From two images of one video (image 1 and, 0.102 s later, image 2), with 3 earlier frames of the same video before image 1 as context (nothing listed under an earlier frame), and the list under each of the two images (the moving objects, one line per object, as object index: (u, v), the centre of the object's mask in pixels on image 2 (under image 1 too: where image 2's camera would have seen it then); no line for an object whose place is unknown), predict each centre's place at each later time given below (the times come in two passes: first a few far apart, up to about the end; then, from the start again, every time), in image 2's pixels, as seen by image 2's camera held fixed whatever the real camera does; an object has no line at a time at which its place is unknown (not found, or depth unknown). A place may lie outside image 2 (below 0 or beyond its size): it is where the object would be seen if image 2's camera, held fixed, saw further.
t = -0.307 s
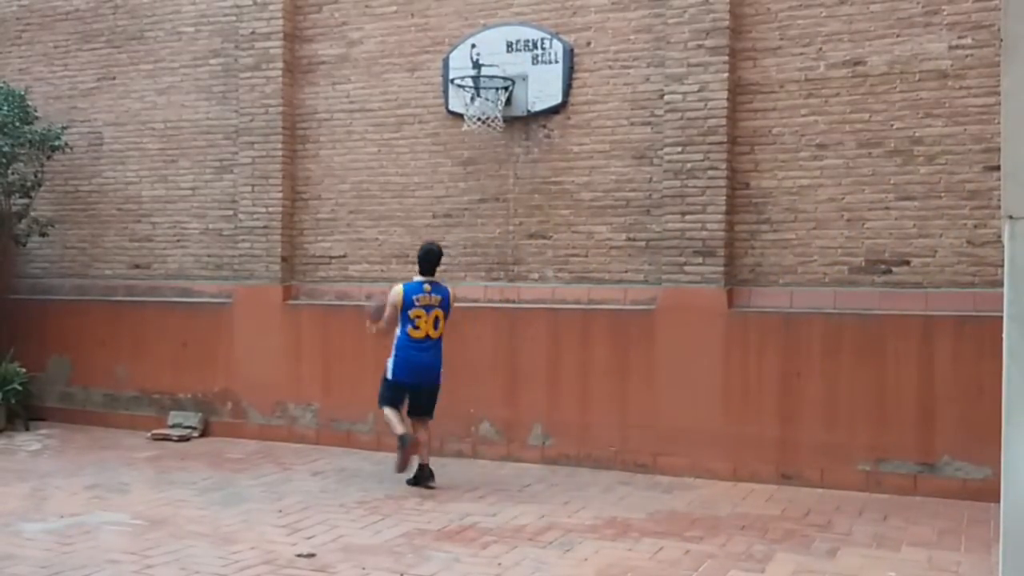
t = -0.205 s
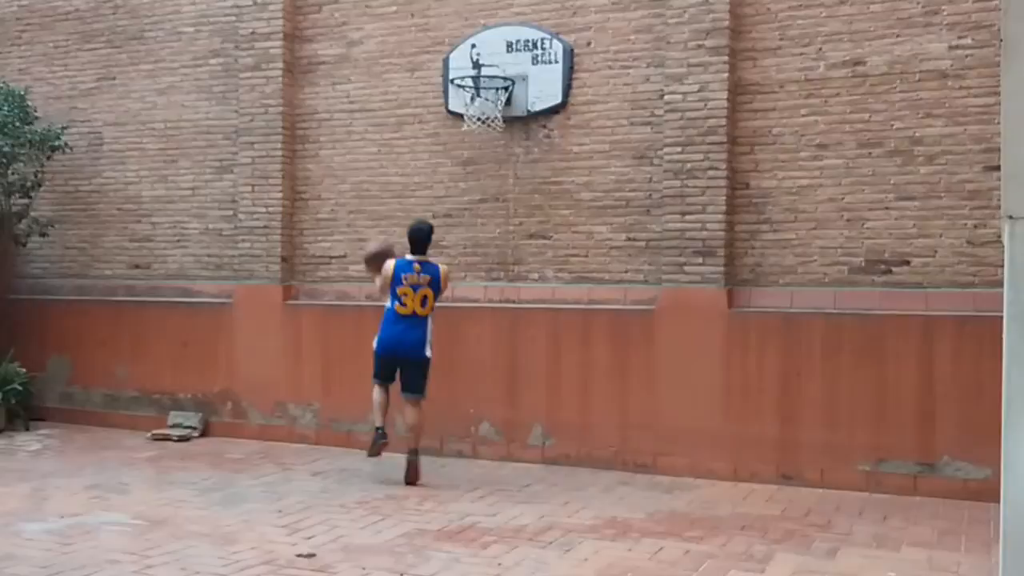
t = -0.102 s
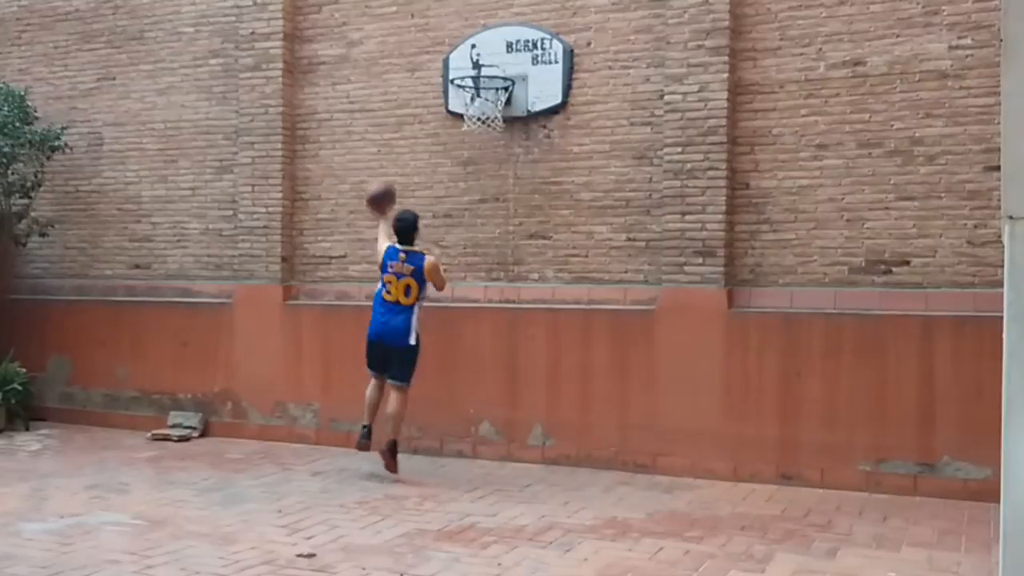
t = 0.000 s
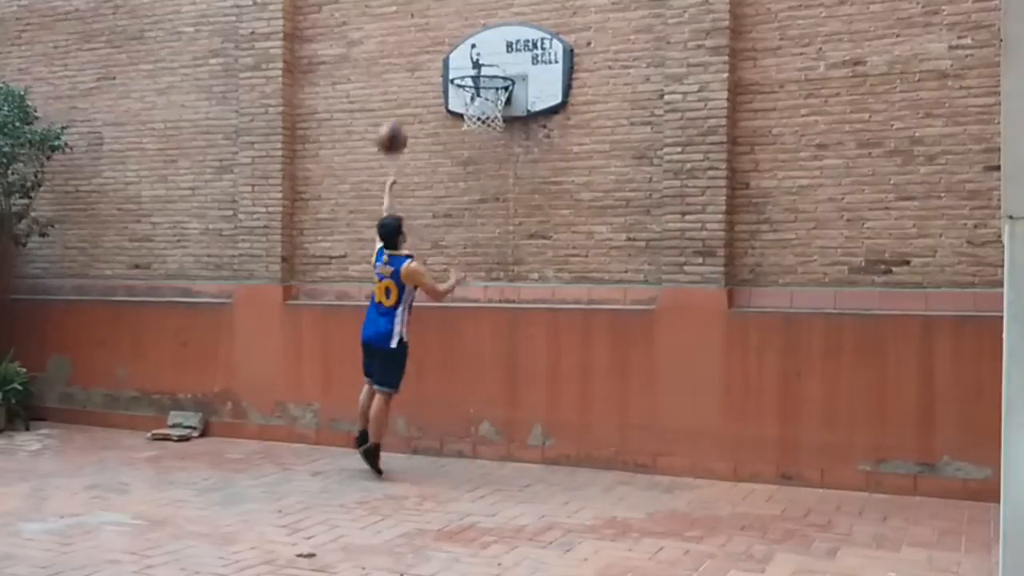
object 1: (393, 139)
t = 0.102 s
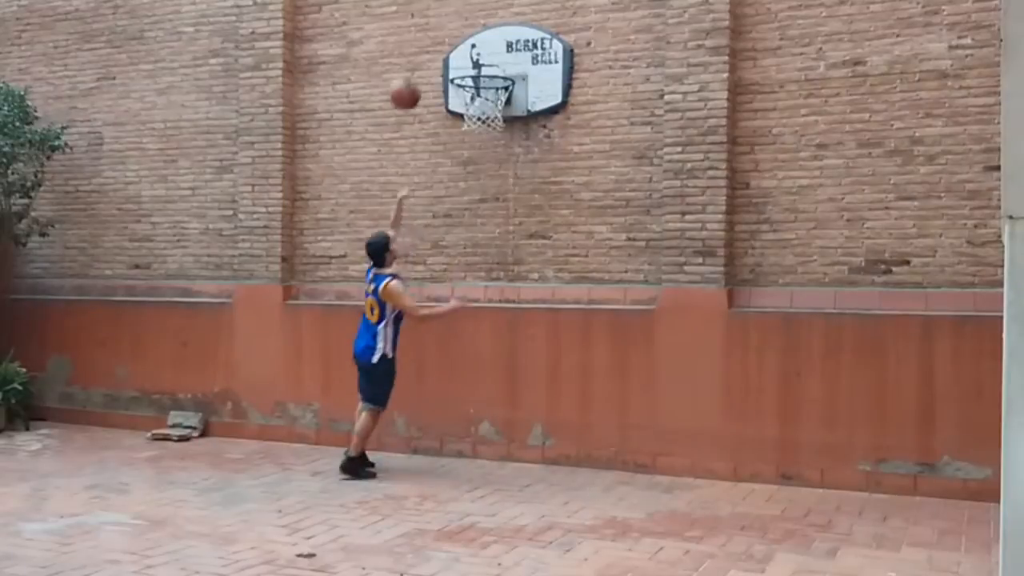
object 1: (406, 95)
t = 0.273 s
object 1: (428, 49)
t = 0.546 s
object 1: (462, 55)
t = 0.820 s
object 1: (496, 160)
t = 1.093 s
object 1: (504, 318)
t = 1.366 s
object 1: (440, 476)
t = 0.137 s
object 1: (410, 83)
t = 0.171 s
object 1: (415, 73)
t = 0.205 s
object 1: (420, 63)
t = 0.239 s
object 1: (423, 56)
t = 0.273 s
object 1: (428, 49)
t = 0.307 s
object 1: (431, 44)
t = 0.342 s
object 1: (436, 41)
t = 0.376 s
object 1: (440, 40)
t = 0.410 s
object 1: (444, 40)
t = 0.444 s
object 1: (449, 42)
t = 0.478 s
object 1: (453, 44)
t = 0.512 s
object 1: (457, 49)
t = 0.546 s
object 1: (462, 55)
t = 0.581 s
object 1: (466, 63)
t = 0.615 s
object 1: (470, 74)
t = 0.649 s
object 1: (474, 87)
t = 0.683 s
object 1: (479, 96)
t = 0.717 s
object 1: (484, 109)
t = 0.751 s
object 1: (489, 131)
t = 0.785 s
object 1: (492, 143)
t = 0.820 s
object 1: (496, 160)
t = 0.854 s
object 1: (498, 180)
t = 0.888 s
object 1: (502, 201)
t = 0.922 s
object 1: (506, 224)
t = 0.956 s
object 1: (511, 247)
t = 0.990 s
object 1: (514, 274)
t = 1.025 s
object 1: (517, 303)
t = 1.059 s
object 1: (511, 309)
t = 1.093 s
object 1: (504, 318)
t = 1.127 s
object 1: (497, 327)
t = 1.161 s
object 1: (489, 341)
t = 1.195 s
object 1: (483, 355)
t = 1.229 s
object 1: (476, 375)
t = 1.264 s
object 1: (467, 394)
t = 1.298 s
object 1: (458, 418)
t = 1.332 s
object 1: (450, 443)
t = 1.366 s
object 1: (440, 476)
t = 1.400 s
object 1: (431, 495)
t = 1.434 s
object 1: (422, 476)
